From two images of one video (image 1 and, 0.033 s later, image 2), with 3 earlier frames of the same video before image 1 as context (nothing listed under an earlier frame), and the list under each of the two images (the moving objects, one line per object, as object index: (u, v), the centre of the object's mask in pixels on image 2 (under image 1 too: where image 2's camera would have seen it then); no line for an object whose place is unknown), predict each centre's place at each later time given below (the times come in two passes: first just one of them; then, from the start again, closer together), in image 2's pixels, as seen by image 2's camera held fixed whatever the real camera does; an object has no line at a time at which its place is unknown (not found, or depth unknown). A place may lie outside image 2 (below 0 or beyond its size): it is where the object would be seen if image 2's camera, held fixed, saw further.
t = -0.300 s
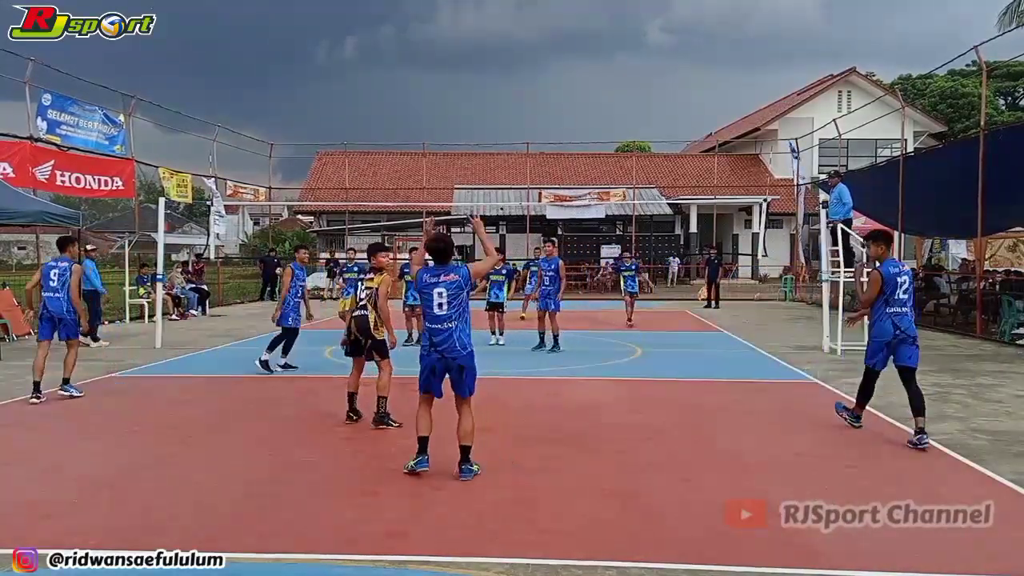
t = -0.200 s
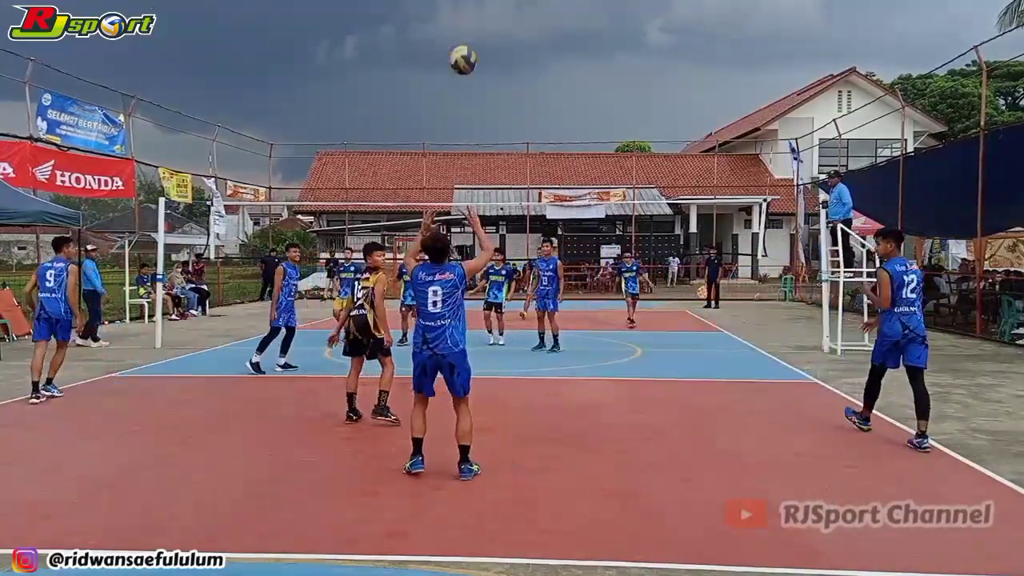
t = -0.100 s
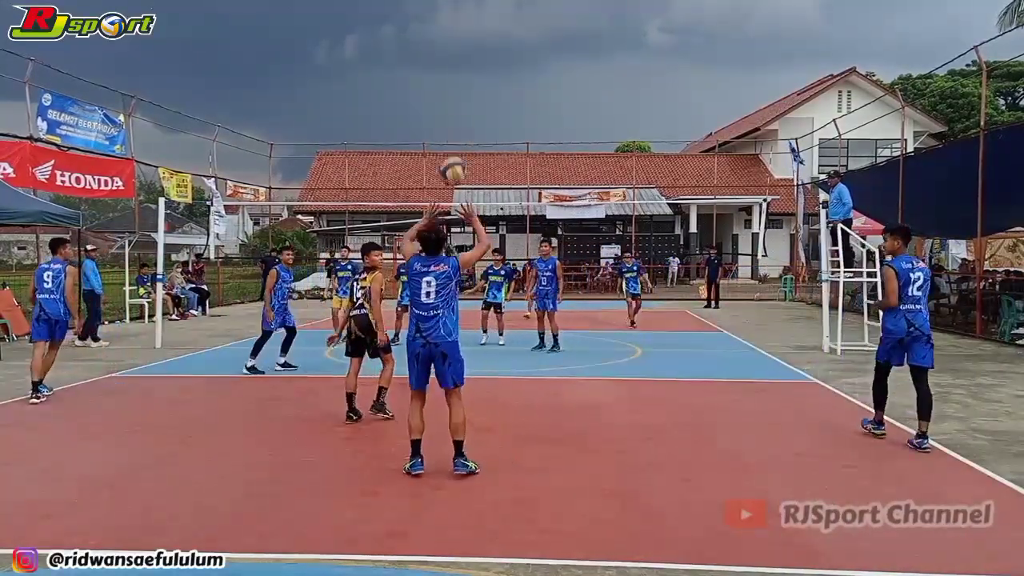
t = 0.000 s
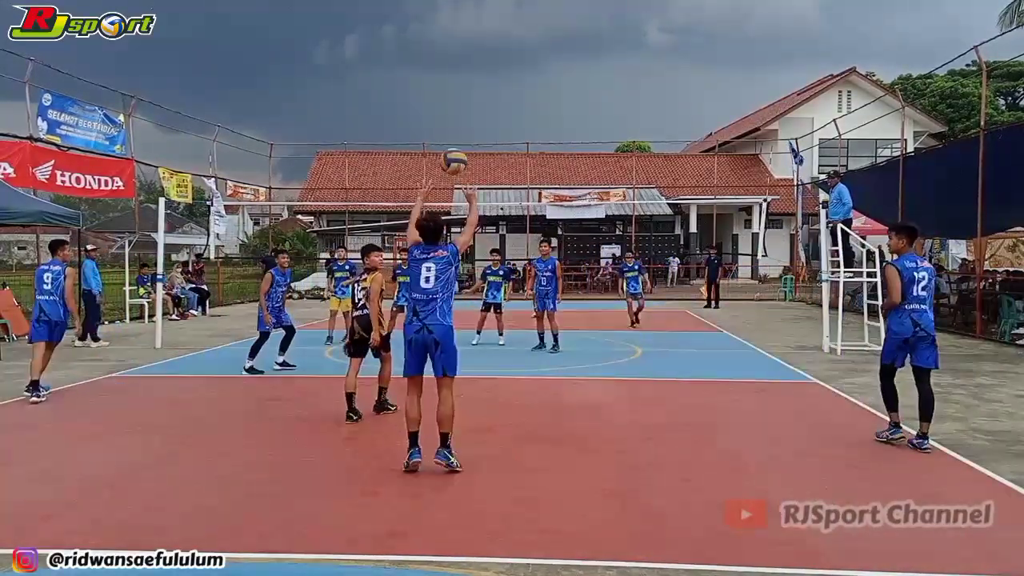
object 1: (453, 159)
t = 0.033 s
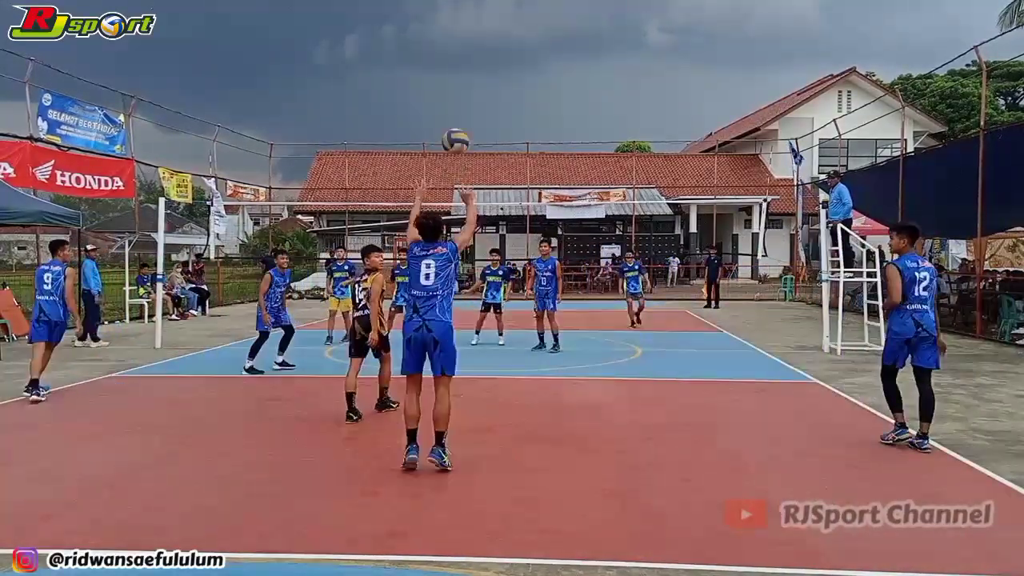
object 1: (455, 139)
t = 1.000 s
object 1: (482, 159)
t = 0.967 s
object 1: (481, 148)
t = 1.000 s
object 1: (482, 159)
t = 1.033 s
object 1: (482, 172)
